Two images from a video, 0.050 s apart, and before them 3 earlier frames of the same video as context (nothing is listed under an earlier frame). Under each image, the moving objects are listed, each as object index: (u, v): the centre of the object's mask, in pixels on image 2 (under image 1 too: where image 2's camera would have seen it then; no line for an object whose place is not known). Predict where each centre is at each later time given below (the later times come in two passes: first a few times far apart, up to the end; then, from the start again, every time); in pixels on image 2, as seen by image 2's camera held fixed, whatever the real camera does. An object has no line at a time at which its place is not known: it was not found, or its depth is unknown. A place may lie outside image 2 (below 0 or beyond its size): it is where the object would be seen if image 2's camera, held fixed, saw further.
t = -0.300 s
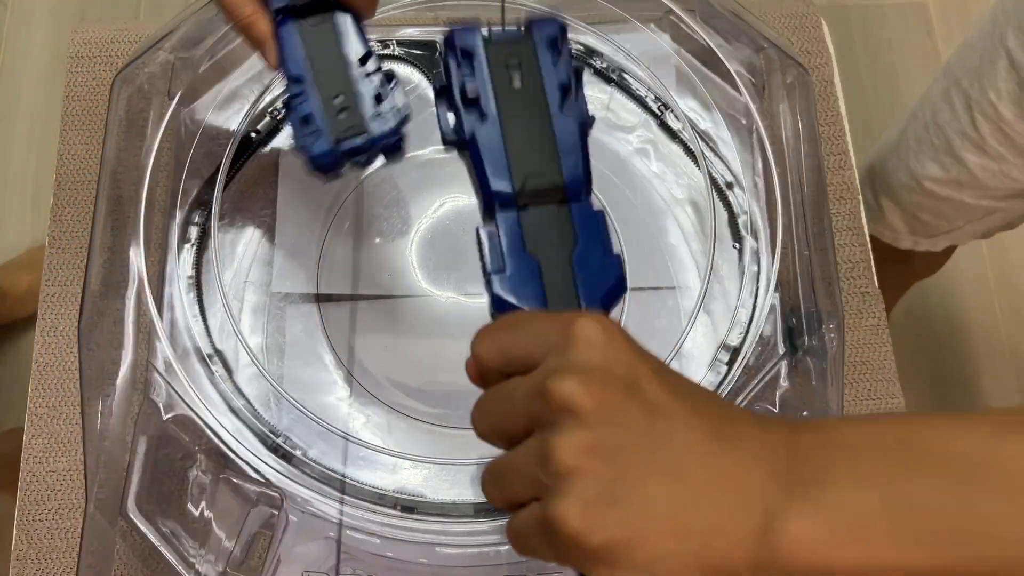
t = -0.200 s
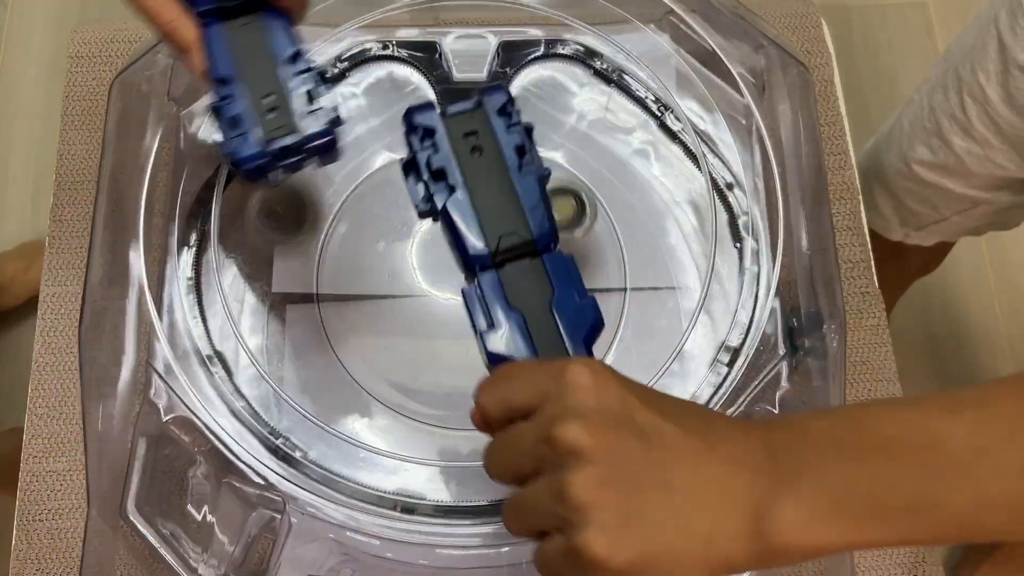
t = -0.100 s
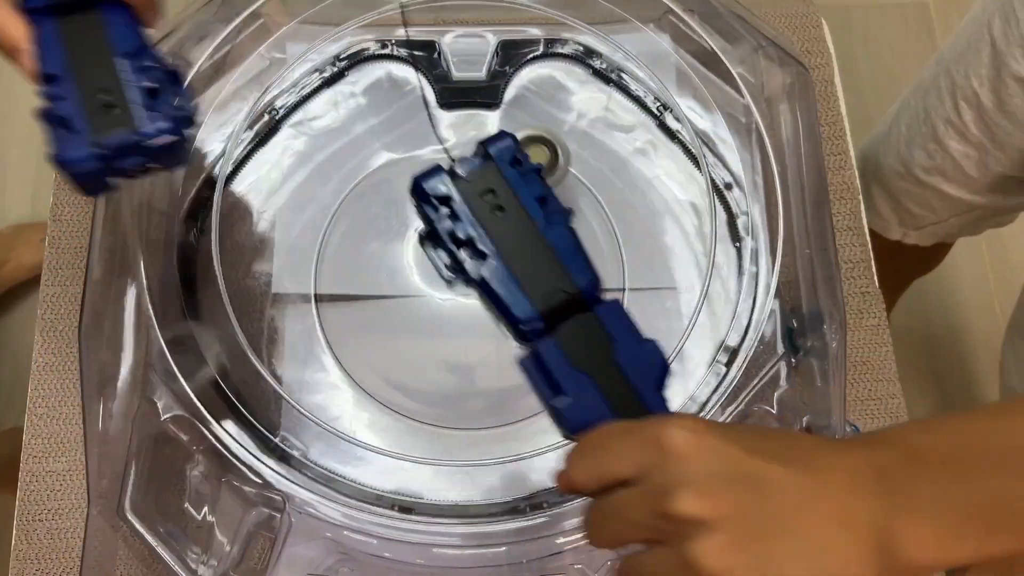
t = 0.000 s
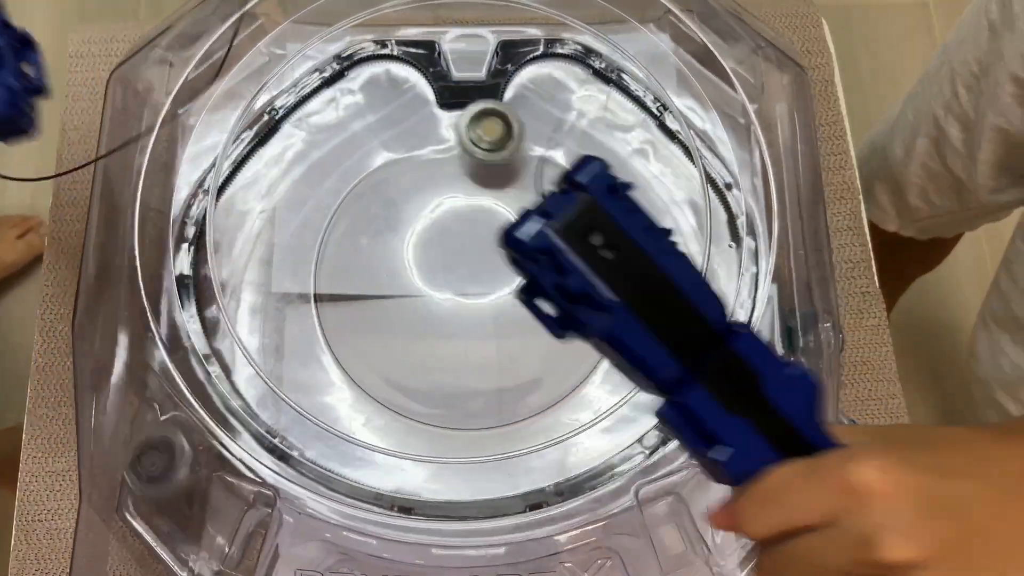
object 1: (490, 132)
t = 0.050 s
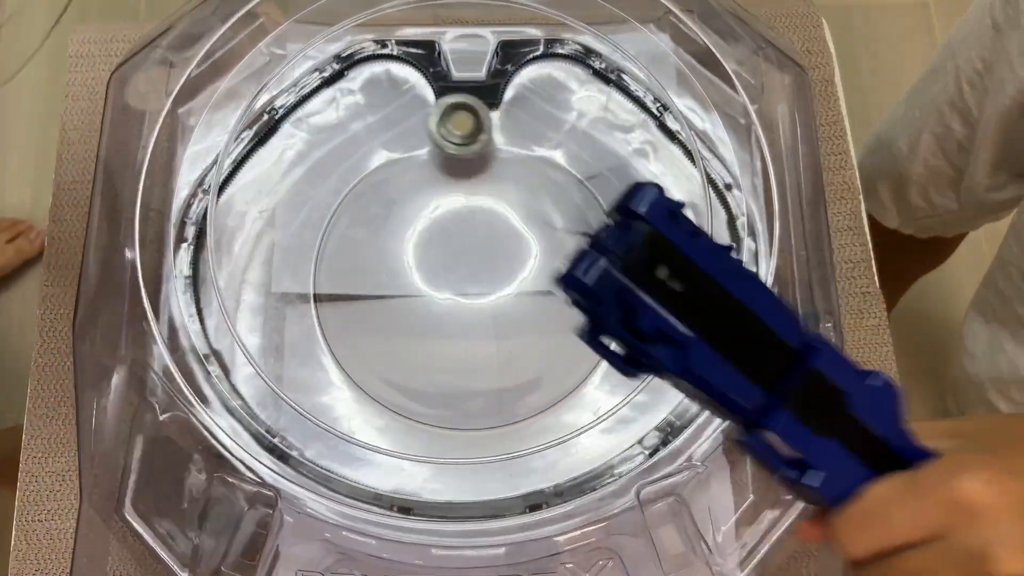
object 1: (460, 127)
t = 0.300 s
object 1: (297, 143)
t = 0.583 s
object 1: (245, 220)
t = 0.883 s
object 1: (357, 299)
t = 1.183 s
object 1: (635, 249)
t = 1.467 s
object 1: (520, 62)
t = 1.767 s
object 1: (444, 400)
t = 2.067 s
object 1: (425, 162)
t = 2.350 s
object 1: (413, 175)
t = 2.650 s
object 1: (483, 258)
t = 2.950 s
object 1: (582, 211)
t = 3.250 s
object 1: (442, 210)
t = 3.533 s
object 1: (530, 332)
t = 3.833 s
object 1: (608, 232)
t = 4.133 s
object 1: (470, 224)
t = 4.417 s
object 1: (468, 401)
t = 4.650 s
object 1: (589, 323)
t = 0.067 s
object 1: (448, 124)
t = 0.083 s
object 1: (437, 123)
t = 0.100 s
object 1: (425, 122)
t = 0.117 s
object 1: (412, 122)
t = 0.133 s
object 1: (398, 122)
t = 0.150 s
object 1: (385, 123)
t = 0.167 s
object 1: (373, 123)
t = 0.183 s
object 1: (361, 125)
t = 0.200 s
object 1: (351, 126)
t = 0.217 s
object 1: (340, 129)
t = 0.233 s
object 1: (331, 132)
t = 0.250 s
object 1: (322, 134)
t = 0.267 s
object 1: (313, 137)
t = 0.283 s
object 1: (304, 140)
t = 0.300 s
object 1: (297, 143)
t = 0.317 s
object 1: (290, 147)
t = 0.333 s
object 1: (283, 151)
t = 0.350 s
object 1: (277, 155)
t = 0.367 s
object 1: (271, 159)
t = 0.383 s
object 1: (266, 164)
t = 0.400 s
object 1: (261, 168)
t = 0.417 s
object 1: (258, 173)
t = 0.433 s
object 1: (255, 178)
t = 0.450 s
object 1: (252, 183)
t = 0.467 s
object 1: (250, 188)
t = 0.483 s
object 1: (249, 193)
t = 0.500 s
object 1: (247, 197)
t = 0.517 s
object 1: (246, 202)
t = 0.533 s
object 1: (245, 206)
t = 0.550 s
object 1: (245, 211)
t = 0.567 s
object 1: (245, 215)
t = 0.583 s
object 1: (245, 220)
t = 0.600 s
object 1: (247, 224)
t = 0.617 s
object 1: (248, 229)
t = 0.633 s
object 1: (249, 233)
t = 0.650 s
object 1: (251, 237)
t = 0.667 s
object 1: (255, 242)
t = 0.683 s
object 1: (259, 246)
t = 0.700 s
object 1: (264, 251)
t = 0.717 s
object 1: (270, 255)
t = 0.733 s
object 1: (276, 260)
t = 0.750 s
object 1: (281, 263)
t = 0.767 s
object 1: (288, 267)
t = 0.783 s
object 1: (295, 270)
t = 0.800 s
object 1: (303, 274)
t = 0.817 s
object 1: (311, 277)
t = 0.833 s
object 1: (321, 282)
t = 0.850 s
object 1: (331, 287)
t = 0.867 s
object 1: (344, 292)
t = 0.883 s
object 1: (357, 299)
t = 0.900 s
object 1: (371, 306)
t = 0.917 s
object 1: (387, 312)
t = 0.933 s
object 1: (404, 319)
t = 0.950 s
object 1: (421, 324)
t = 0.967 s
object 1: (439, 329)
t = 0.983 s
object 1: (455, 331)
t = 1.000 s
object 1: (474, 332)
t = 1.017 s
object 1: (494, 333)
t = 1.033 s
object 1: (514, 331)
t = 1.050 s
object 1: (532, 328)
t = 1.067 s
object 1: (553, 323)
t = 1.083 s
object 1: (571, 316)
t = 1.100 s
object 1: (589, 308)
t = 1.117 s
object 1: (605, 299)
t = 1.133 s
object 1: (621, 289)
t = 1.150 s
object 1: (629, 275)
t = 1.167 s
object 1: (632, 262)
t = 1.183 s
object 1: (635, 249)
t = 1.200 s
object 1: (637, 239)
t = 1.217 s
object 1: (639, 226)
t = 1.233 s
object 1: (641, 213)
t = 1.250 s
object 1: (641, 201)
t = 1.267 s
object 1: (642, 186)
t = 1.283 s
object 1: (643, 173)
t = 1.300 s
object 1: (643, 162)
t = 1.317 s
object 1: (642, 148)
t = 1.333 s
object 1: (641, 135)
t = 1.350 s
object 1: (640, 123)
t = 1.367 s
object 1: (637, 113)
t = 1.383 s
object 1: (634, 102)
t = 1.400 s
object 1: (630, 94)
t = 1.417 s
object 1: (609, 81)
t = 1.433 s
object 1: (580, 72)
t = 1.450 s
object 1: (545, 65)
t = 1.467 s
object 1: (520, 62)
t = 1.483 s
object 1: (524, 109)
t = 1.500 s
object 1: (529, 162)
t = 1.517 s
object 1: (534, 214)
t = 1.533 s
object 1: (538, 265)
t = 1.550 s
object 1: (540, 309)
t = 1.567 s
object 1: (540, 353)
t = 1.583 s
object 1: (544, 402)
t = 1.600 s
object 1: (541, 436)
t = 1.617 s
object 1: (541, 477)
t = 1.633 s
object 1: (533, 485)
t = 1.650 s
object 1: (523, 476)
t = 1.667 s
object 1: (510, 461)
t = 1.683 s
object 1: (498, 450)
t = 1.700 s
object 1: (485, 432)
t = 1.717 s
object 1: (475, 426)
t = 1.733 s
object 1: (463, 417)
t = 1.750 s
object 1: (453, 409)
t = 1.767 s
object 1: (444, 400)
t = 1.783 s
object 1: (438, 382)
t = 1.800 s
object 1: (432, 363)
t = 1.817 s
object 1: (426, 346)
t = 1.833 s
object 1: (421, 330)
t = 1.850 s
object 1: (417, 316)
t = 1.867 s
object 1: (415, 298)
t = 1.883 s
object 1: (413, 281)
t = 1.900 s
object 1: (413, 265)
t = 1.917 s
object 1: (413, 250)
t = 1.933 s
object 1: (414, 236)
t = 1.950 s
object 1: (415, 222)
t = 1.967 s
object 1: (417, 210)
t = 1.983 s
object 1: (419, 198)
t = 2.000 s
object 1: (420, 189)
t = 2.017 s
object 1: (422, 181)
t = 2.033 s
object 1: (423, 174)
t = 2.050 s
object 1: (424, 166)
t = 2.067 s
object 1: (425, 162)
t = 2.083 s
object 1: (424, 156)
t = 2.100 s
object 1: (424, 152)
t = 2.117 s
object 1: (423, 149)
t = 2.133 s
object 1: (423, 146)
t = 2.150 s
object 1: (422, 144)
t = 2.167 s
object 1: (421, 144)
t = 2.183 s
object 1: (420, 143)
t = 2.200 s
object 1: (419, 144)
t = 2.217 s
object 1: (418, 144)
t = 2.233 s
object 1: (417, 146)
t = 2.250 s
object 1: (416, 149)
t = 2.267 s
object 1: (416, 152)
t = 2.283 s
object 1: (415, 156)
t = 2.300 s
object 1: (414, 160)
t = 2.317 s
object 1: (413, 164)
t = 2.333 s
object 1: (413, 169)
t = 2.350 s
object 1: (413, 175)
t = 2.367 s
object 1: (413, 181)
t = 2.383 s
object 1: (413, 186)
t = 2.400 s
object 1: (413, 192)
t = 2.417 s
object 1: (414, 198)
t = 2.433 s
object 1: (415, 204)
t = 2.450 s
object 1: (417, 210)
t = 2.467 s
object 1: (419, 216)
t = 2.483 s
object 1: (422, 221)
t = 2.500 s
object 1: (425, 227)
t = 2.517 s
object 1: (428, 231)
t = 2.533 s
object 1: (432, 236)
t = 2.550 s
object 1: (437, 240)
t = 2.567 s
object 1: (443, 244)
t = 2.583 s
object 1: (449, 247)
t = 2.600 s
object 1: (457, 250)
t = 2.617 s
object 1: (465, 252)
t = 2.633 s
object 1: (474, 255)
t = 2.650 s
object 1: (483, 258)
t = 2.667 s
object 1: (493, 259)
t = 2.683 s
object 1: (503, 260)
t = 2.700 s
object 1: (513, 259)
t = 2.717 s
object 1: (523, 259)
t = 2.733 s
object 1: (535, 258)
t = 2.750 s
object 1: (545, 256)
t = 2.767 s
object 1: (554, 254)
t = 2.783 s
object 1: (564, 251)
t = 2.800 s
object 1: (573, 247)
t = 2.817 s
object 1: (581, 242)
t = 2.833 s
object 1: (589, 237)
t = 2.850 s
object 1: (596, 230)
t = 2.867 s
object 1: (603, 225)
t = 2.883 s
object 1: (608, 219)
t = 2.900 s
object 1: (608, 213)
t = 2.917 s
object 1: (600, 211)
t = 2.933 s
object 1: (591, 212)
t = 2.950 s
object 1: (582, 211)
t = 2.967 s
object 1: (572, 211)
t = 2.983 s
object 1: (562, 210)
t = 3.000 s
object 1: (552, 208)
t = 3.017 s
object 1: (542, 207)
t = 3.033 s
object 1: (532, 206)
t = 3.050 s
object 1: (522, 204)
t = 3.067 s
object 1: (513, 203)
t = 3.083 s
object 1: (504, 201)
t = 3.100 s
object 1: (494, 200)
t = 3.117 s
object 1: (485, 199)
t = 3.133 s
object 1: (477, 198)
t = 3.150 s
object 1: (470, 198)
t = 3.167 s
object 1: (463, 198)
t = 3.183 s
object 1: (457, 199)
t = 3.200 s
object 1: (452, 201)
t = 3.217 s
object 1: (447, 203)
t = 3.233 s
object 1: (444, 207)
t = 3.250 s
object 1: (442, 210)
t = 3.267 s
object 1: (440, 215)
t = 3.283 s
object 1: (439, 221)
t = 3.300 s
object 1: (440, 226)
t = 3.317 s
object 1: (441, 233)
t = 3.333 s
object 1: (443, 240)
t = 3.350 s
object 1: (446, 248)
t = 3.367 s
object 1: (449, 256)
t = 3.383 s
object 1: (453, 264)
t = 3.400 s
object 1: (459, 273)
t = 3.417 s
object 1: (464, 282)
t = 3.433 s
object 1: (472, 290)
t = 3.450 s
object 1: (480, 298)
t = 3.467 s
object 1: (488, 306)
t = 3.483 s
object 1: (498, 314)
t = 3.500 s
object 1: (509, 321)
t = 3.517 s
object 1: (519, 327)
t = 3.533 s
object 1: (530, 332)
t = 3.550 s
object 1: (541, 335)
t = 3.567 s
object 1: (553, 338)
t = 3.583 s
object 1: (565, 340)
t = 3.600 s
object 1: (577, 340)
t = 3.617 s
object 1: (588, 339)
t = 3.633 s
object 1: (600, 337)
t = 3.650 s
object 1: (607, 333)
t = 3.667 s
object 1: (609, 323)
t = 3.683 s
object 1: (611, 315)
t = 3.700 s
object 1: (612, 308)
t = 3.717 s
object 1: (612, 301)
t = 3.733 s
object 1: (613, 291)
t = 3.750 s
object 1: (613, 281)
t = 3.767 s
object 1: (614, 271)
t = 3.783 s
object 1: (614, 262)
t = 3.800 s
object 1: (613, 251)
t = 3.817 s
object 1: (612, 241)
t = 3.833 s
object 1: (608, 232)
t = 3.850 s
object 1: (605, 223)
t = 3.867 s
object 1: (600, 216)
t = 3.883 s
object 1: (594, 209)
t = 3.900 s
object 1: (588, 202)
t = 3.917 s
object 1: (581, 197)
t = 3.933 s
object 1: (574, 193)
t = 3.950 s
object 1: (566, 190)
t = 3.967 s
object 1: (558, 188)
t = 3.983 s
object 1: (549, 187)
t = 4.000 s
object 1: (540, 188)
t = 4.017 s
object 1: (532, 188)
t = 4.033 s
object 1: (522, 191)
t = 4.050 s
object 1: (512, 195)
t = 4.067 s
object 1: (503, 199)
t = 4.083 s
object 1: (494, 204)
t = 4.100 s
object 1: (485, 210)
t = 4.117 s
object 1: (477, 217)
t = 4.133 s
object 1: (470, 224)
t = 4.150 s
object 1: (463, 232)
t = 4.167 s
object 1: (457, 240)
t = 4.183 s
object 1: (452, 249)
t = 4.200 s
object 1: (446, 258)
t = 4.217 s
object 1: (442, 269)
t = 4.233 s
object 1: (440, 280)
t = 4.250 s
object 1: (437, 291)
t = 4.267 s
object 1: (435, 302)
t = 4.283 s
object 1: (435, 315)
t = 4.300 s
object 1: (436, 327)
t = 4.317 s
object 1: (437, 339)
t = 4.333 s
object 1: (440, 351)
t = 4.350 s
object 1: (443, 362)
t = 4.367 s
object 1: (448, 373)
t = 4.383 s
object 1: (454, 384)
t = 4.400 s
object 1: (461, 393)
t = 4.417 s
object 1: (468, 401)
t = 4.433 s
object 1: (477, 409)
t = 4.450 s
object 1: (486, 415)
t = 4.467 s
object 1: (495, 410)
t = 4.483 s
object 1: (504, 403)
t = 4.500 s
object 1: (513, 398)
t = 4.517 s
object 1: (522, 392)
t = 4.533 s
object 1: (532, 384)
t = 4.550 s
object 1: (542, 377)
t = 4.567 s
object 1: (552, 369)
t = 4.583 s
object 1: (562, 360)
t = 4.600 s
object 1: (570, 351)
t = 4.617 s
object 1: (577, 341)
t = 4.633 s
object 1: (584, 333)
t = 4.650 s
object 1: (589, 323)
